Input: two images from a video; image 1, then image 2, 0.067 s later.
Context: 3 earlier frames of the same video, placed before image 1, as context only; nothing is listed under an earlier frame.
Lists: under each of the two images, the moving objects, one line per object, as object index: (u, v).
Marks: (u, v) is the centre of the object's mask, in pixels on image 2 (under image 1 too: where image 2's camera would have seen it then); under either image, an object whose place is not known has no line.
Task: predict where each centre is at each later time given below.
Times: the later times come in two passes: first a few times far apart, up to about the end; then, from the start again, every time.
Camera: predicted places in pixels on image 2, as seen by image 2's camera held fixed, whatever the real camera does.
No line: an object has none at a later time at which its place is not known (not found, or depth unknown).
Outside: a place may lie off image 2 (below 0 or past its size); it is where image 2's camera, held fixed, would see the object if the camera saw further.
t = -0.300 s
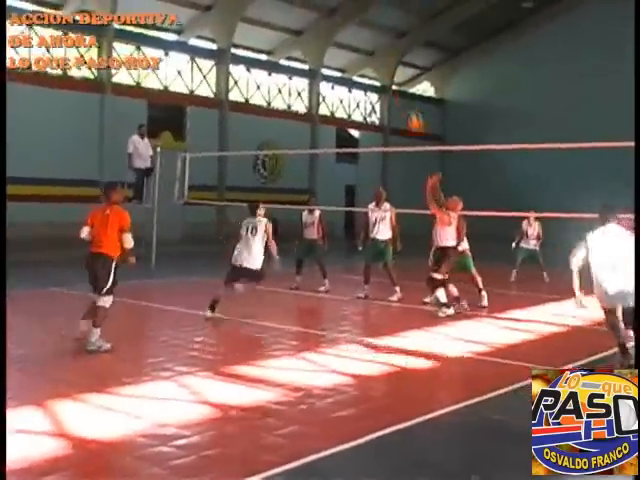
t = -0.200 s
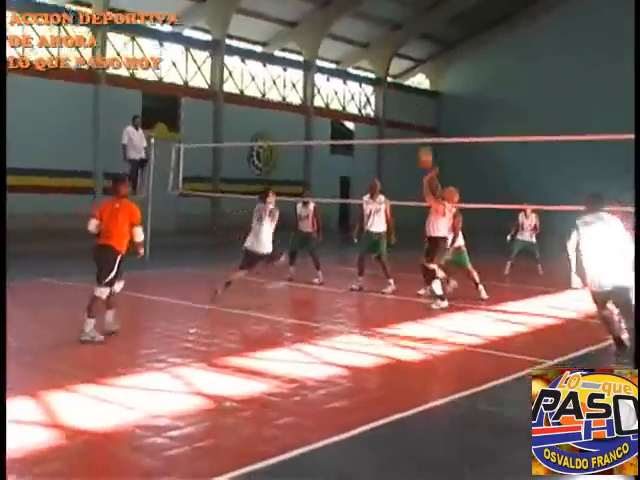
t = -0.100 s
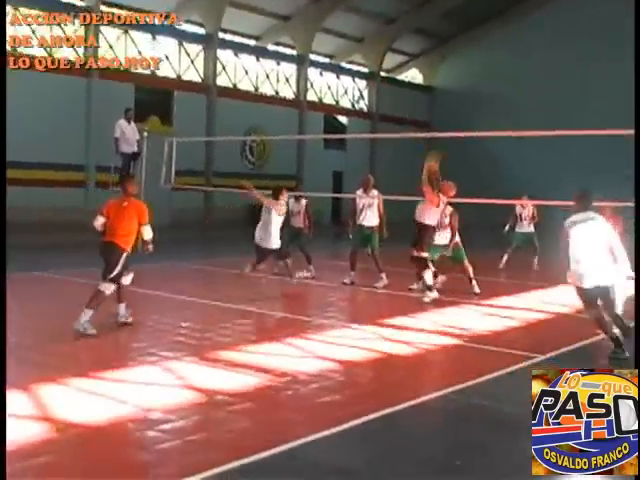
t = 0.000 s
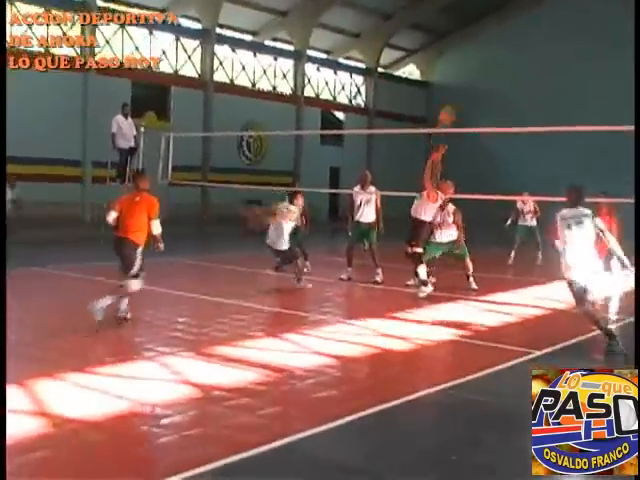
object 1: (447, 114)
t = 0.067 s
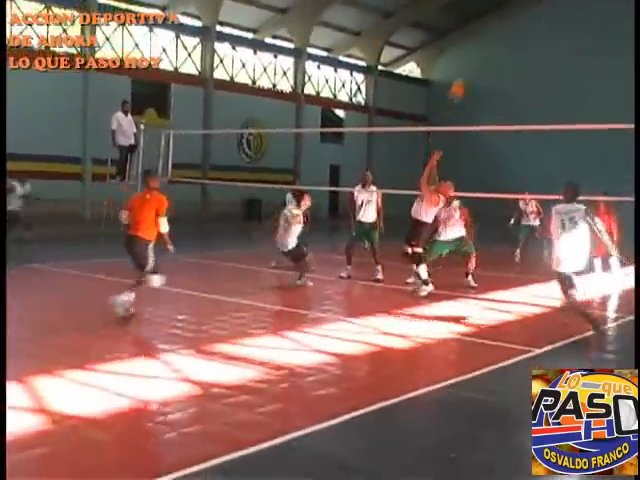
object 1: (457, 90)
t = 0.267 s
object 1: (491, 33)
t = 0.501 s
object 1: (527, 5)
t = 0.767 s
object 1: (569, 22)
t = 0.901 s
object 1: (586, 51)
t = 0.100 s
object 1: (463, 77)
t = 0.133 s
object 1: (470, 66)
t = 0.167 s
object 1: (474, 57)
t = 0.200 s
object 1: (481, 48)
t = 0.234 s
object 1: (485, 41)
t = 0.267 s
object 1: (491, 33)
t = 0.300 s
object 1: (496, 27)
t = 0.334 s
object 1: (502, 21)
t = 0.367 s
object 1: (507, 17)
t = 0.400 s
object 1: (513, 13)
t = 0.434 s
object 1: (517, 9)
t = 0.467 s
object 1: (522, 7)
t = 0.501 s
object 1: (527, 5)
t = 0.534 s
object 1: (532, 4)
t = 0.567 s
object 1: (538, 4)
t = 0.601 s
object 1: (543, 5)
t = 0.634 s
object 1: (547, 6)
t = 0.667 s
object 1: (553, 9)
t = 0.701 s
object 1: (558, 13)
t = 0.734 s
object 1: (562, 16)
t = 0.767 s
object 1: (569, 22)
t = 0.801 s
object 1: (573, 28)
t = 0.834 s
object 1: (577, 35)
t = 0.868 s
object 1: (581, 43)
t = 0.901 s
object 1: (586, 51)
